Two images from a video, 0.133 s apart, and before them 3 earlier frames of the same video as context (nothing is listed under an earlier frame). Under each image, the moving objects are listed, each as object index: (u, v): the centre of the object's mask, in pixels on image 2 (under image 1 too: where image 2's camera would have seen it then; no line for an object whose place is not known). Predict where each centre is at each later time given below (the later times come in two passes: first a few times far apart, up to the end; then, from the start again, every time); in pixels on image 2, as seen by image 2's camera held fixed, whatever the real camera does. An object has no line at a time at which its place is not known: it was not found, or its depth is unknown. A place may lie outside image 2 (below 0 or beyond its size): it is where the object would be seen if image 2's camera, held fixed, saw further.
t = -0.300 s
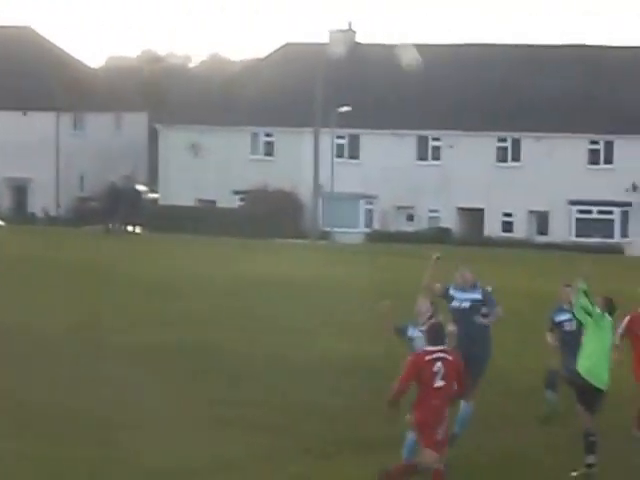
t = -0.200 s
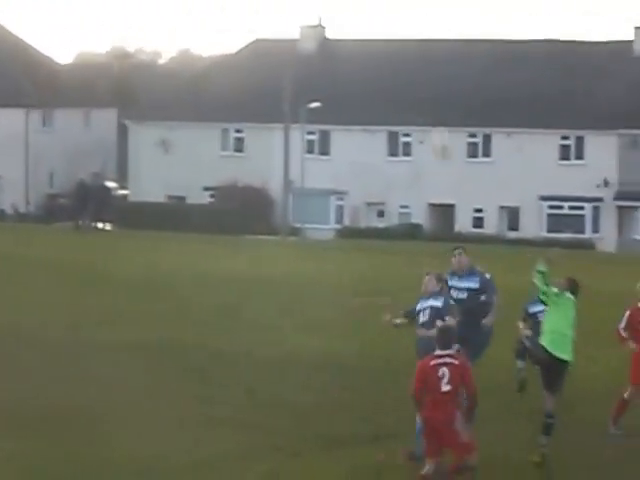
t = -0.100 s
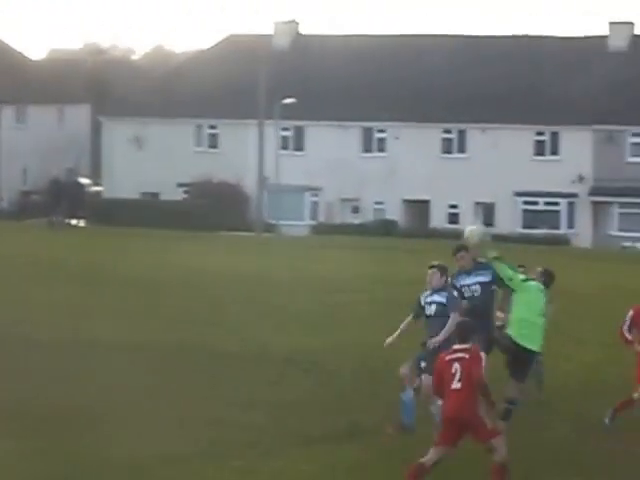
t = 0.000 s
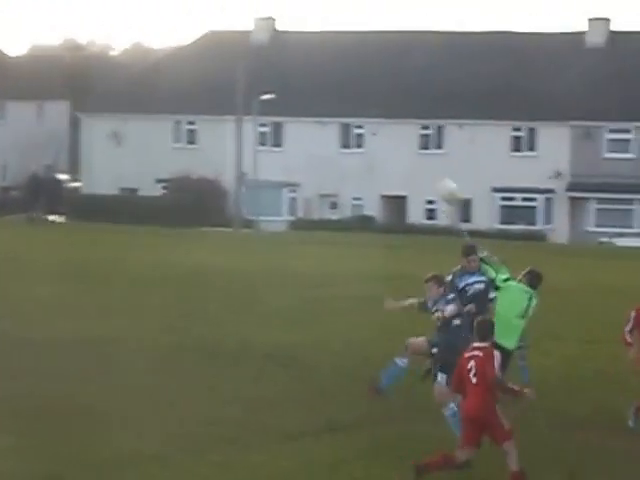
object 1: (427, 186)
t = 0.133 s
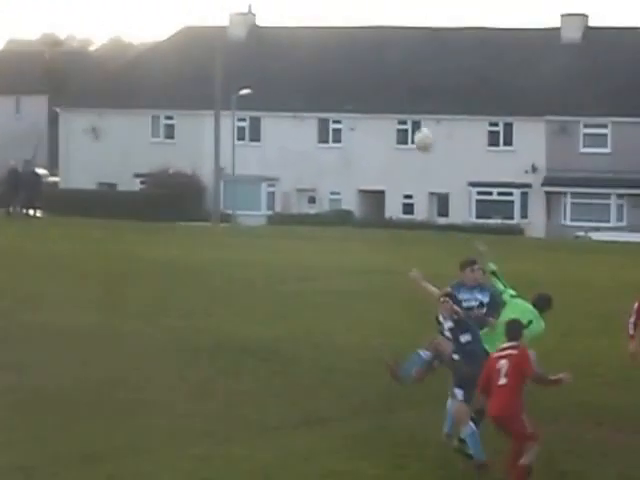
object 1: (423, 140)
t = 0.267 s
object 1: (421, 111)
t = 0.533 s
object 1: (414, 105)
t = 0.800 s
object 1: (405, 165)
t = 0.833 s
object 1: (405, 176)
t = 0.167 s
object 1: (422, 131)
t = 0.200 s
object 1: (423, 123)
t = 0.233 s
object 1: (422, 117)
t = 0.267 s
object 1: (421, 111)
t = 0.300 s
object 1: (420, 107)
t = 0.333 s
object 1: (419, 104)
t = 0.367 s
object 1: (419, 102)
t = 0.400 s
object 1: (418, 100)
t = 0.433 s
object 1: (417, 100)
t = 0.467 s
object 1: (416, 100)
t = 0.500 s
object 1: (414, 102)
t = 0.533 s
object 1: (414, 105)
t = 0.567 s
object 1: (413, 109)
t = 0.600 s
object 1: (412, 113)
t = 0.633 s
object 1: (411, 120)
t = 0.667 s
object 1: (410, 127)
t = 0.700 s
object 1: (409, 135)
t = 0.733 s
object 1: (408, 143)
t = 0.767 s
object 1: (407, 153)
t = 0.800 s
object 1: (405, 165)
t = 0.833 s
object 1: (405, 176)
